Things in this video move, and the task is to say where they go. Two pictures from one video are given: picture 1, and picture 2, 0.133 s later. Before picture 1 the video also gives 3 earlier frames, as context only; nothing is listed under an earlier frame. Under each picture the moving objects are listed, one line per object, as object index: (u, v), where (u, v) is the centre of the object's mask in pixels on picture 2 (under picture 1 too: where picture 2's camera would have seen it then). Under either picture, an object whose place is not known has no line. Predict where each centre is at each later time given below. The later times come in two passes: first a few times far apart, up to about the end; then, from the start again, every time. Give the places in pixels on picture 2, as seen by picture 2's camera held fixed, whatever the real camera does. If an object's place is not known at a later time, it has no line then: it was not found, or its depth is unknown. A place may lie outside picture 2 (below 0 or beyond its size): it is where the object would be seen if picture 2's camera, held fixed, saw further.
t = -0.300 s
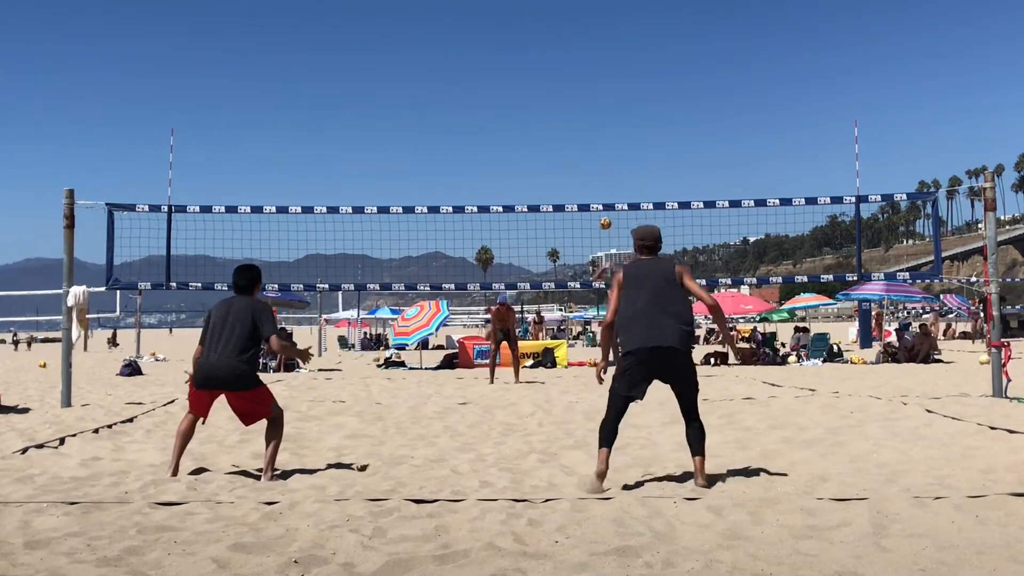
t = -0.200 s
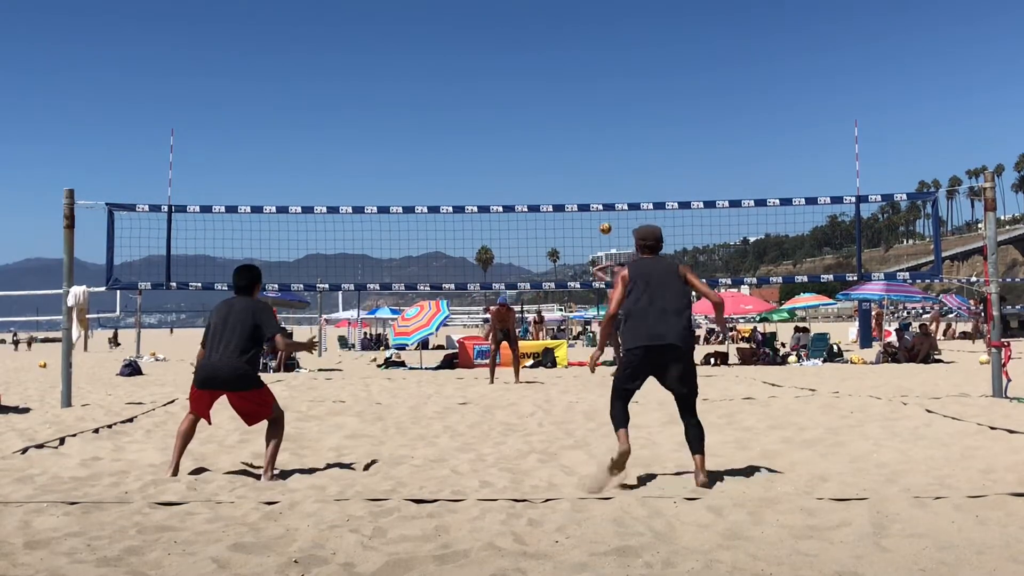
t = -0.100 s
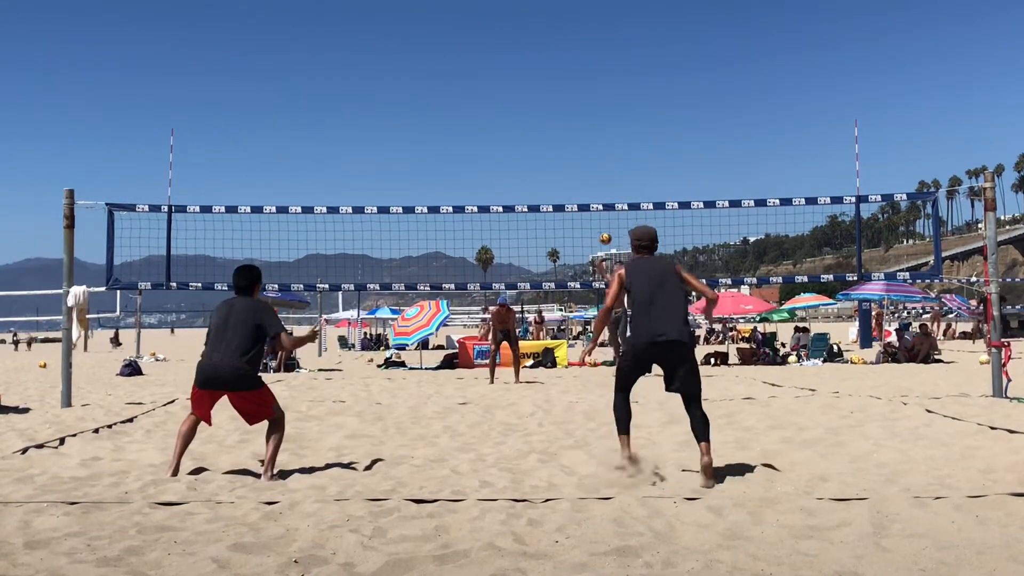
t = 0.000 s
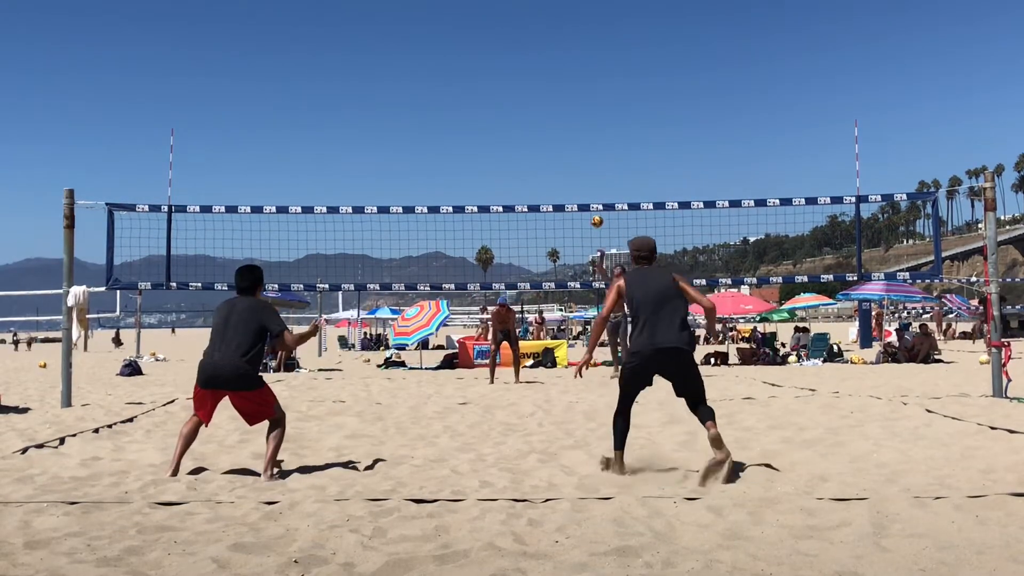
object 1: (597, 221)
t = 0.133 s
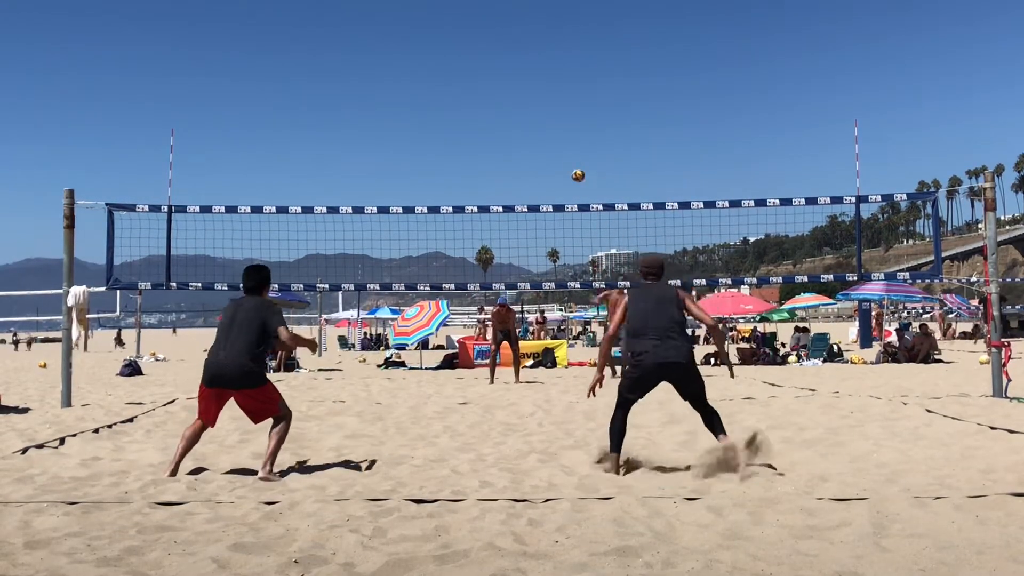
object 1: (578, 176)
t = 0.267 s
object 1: (557, 133)
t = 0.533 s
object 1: (506, 65)
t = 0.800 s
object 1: (439, 34)
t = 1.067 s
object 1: (363, 77)
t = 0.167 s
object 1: (573, 164)
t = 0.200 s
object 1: (568, 153)
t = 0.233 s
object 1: (563, 143)
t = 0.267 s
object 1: (557, 133)
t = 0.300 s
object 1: (551, 123)
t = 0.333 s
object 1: (545, 113)
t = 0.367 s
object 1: (539, 104)
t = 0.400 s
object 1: (533, 96)
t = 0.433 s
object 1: (526, 87)
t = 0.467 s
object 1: (520, 79)
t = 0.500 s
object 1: (513, 72)
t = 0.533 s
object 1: (506, 65)
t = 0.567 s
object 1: (498, 58)
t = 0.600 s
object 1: (490, 52)
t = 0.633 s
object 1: (482, 47)
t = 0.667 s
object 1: (474, 43)
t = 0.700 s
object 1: (465, 39)
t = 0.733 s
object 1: (457, 36)
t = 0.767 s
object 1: (448, 34)
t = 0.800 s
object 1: (439, 34)
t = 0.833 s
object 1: (431, 35)
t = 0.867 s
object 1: (422, 36)
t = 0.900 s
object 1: (412, 39)
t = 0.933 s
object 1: (403, 44)
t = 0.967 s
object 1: (393, 50)
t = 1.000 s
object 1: (384, 57)
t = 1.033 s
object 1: (373, 66)
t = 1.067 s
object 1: (363, 77)
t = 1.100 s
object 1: (352, 90)
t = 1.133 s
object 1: (341, 105)
